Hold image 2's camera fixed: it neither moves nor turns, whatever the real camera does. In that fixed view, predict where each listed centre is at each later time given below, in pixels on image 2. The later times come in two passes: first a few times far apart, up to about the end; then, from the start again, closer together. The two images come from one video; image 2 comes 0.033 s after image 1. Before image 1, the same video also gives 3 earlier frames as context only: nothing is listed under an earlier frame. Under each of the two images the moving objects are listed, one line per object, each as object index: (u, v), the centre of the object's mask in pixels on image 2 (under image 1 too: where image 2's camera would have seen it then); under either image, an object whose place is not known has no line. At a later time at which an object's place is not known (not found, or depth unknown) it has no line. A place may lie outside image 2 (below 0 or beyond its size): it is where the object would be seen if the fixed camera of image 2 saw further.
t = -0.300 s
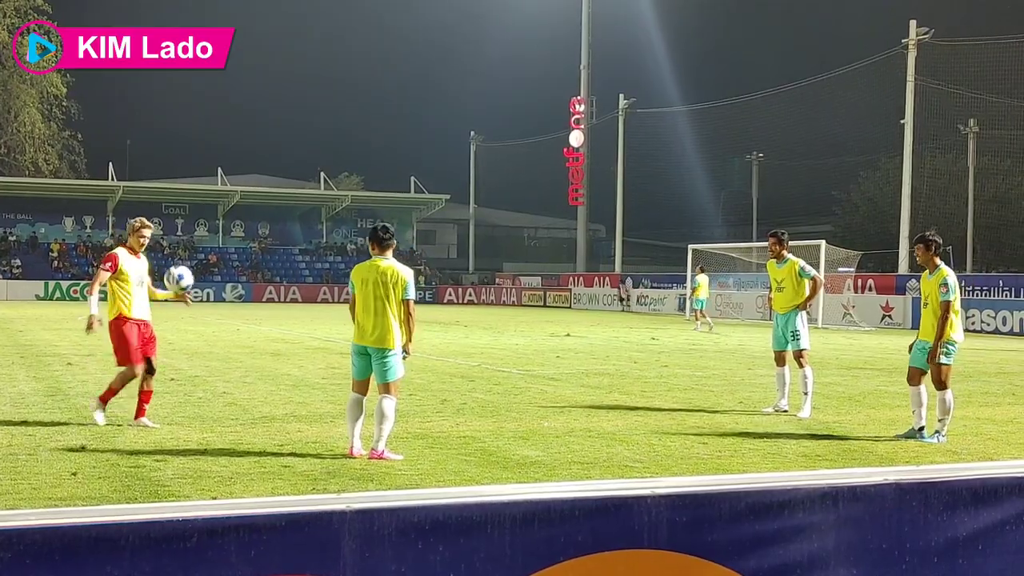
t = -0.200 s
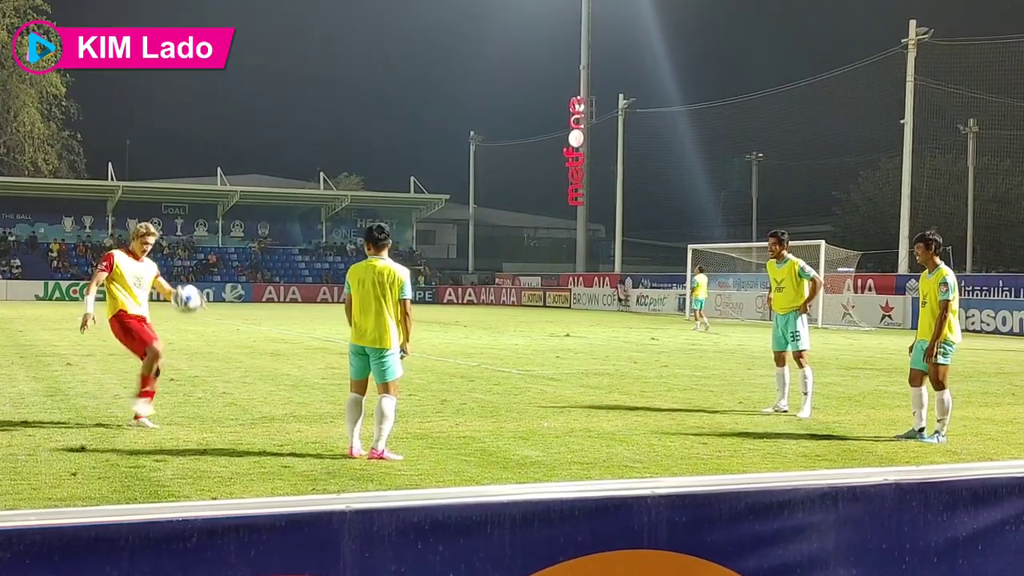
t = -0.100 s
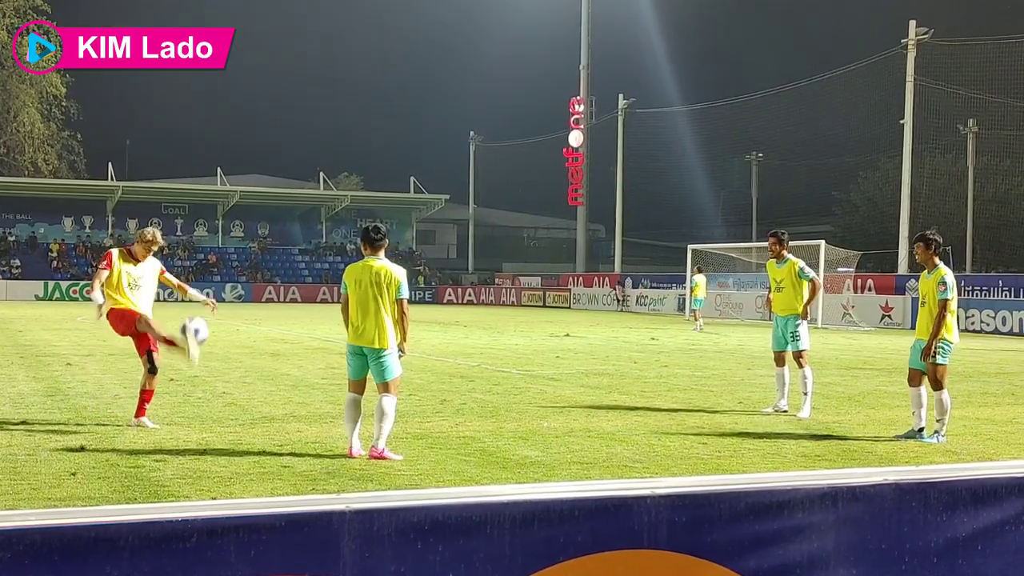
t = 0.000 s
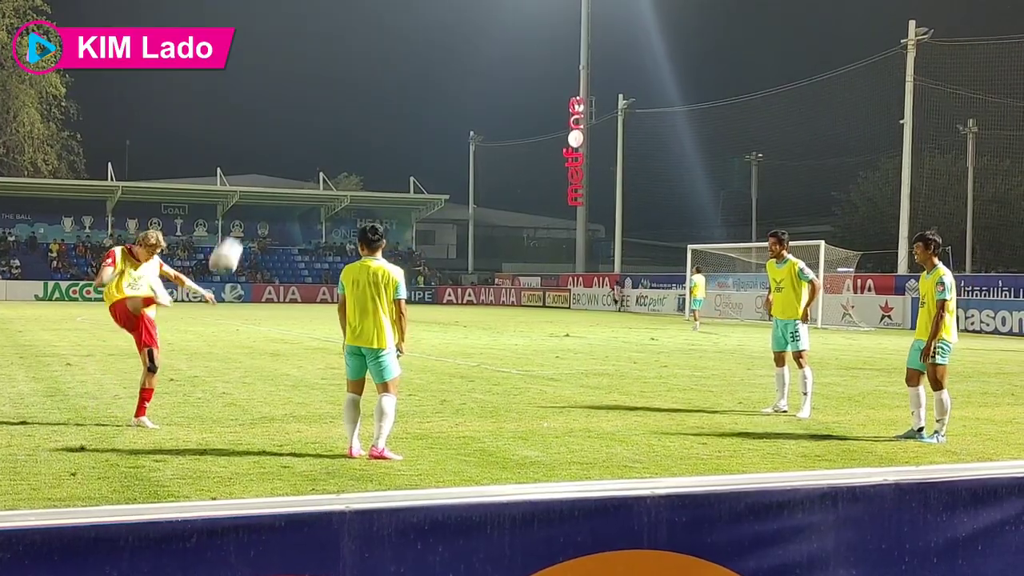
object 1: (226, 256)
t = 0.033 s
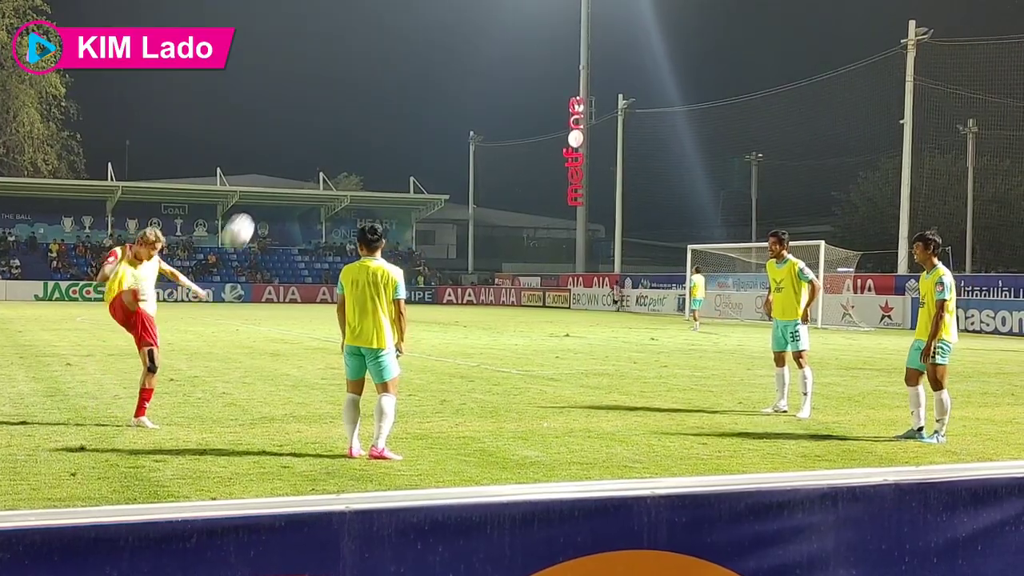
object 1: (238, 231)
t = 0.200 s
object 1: (294, 132)
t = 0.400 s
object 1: (360, 58)
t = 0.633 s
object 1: (434, 34)
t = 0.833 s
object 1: (494, 64)
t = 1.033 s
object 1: (551, 137)
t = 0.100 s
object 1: (260, 186)
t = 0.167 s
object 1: (283, 149)
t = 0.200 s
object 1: (294, 132)
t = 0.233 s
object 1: (305, 116)
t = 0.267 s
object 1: (316, 102)
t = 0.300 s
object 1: (327, 89)
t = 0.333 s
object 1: (338, 77)
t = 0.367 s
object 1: (349, 67)
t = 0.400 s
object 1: (360, 58)
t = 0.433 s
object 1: (371, 50)
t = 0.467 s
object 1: (381, 45)
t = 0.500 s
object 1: (392, 40)
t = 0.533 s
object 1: (403, 37)
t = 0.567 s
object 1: (413, 34)
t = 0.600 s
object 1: (423, 34)
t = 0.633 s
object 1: (434, 34)
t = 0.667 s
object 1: (444, 36)
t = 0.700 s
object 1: (455, 39)
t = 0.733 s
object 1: (464, 44)
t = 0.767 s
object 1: (474, 49)
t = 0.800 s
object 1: (484, 56)
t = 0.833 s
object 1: (494, 64)
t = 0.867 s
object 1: (504, 73)
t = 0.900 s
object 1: (513, 83)
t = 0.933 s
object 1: (523, 95)
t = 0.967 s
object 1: (533, 109)
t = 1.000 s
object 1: (542, 122)
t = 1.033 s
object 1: (551, 137)
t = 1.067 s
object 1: (561, 154)
